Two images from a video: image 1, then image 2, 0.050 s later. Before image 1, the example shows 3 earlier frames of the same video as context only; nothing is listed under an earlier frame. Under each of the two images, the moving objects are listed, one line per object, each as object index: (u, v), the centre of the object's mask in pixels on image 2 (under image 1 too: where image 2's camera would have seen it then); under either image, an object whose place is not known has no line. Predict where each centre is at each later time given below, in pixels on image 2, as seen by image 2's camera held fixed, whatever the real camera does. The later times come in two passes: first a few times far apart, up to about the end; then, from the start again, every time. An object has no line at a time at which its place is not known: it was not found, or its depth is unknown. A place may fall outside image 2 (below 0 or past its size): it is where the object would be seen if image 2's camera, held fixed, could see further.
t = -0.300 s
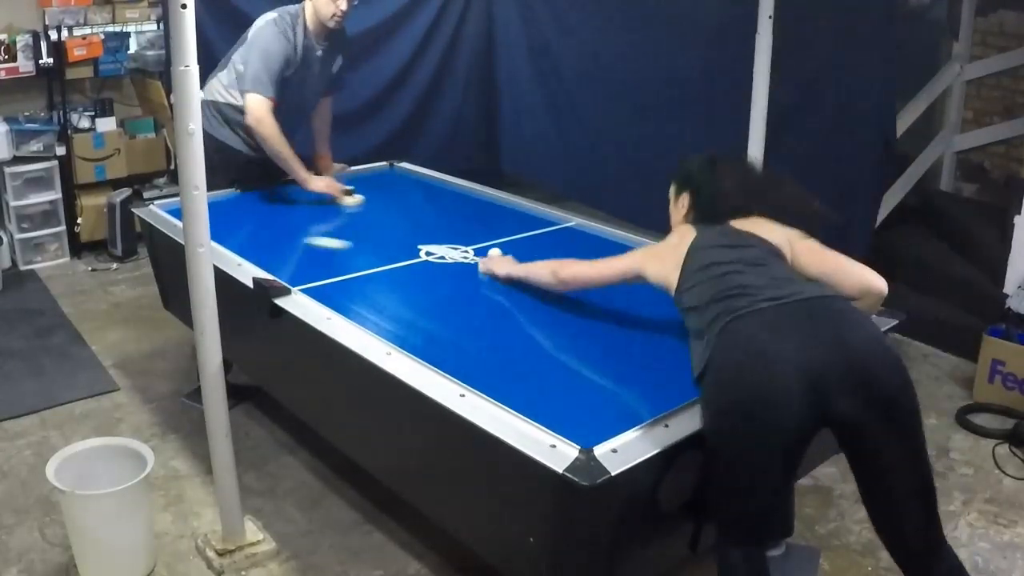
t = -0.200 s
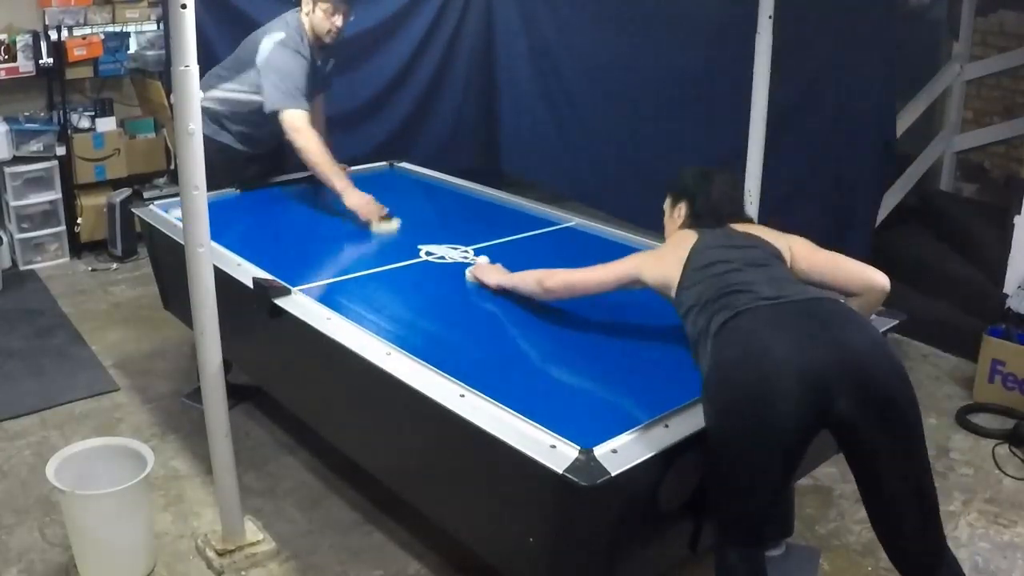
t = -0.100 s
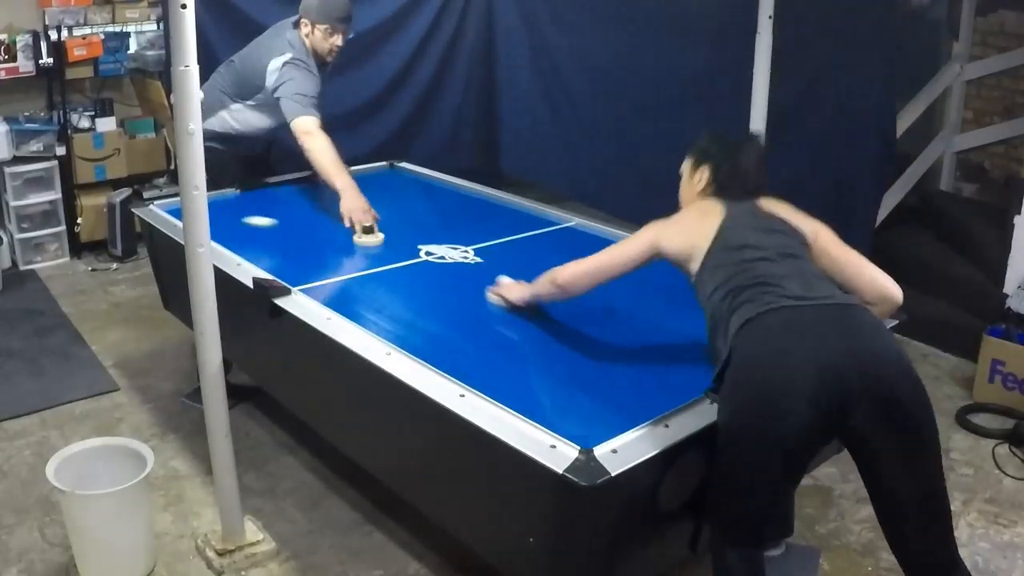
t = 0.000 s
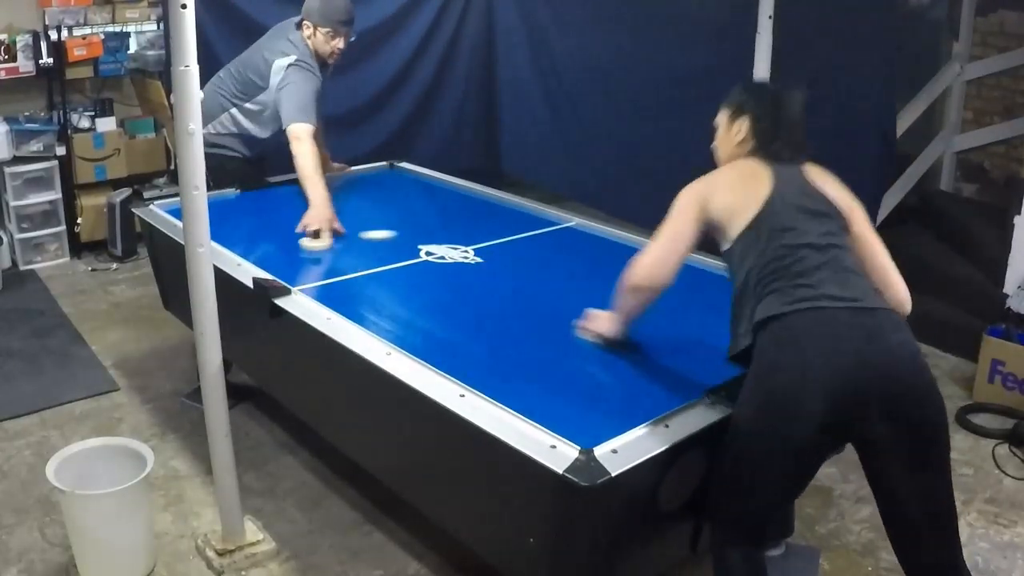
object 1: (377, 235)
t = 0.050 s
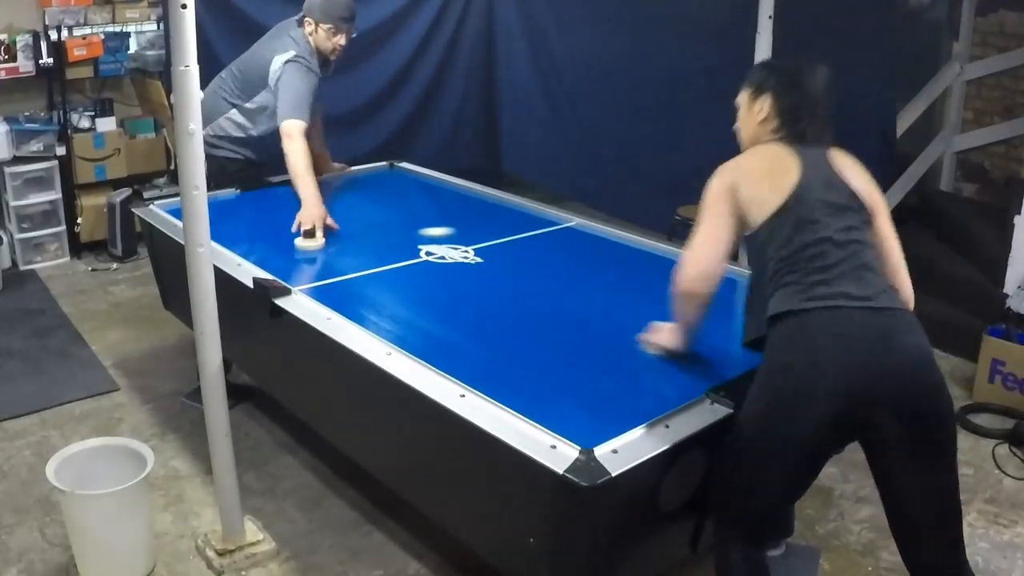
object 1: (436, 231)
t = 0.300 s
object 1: (532, 262)
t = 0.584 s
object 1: (485, 357)
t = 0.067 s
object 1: (455, 230)
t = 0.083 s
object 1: (475, 230)
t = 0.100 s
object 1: (493, 229)
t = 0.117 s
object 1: (512, 228)
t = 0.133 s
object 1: (529, 227)
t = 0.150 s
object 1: (547, 226)
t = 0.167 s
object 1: (564, 225)
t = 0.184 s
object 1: (565, 229)
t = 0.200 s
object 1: (561, 233)
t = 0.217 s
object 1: (556, 237)
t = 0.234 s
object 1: (552, 242)
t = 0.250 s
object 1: (547, 247)
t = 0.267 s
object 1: (542, 252)
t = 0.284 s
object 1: (537, 257)
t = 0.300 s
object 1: (532, 262)
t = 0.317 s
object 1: (527, 267)
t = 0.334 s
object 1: (521, 273)
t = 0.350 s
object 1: (516, 279)
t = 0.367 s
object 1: (509, 285)
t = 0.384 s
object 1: (503, 291)
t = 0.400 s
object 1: (497, 297)
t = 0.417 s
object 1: (490, 304)
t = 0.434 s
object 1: (483, 311)
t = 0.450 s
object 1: (476, 318)
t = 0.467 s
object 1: (468, 325)
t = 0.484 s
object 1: (460, 333)
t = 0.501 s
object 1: (452, 341)
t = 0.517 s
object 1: (444, 349)
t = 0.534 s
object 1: (437, 357)
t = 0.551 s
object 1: (448, 359)
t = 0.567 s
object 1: (466, 358)
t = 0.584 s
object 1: (485, 357)
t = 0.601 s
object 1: (503, 356)
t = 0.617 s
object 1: (521, 354)
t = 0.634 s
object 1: (540, 353)
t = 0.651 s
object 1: (558, 352)
